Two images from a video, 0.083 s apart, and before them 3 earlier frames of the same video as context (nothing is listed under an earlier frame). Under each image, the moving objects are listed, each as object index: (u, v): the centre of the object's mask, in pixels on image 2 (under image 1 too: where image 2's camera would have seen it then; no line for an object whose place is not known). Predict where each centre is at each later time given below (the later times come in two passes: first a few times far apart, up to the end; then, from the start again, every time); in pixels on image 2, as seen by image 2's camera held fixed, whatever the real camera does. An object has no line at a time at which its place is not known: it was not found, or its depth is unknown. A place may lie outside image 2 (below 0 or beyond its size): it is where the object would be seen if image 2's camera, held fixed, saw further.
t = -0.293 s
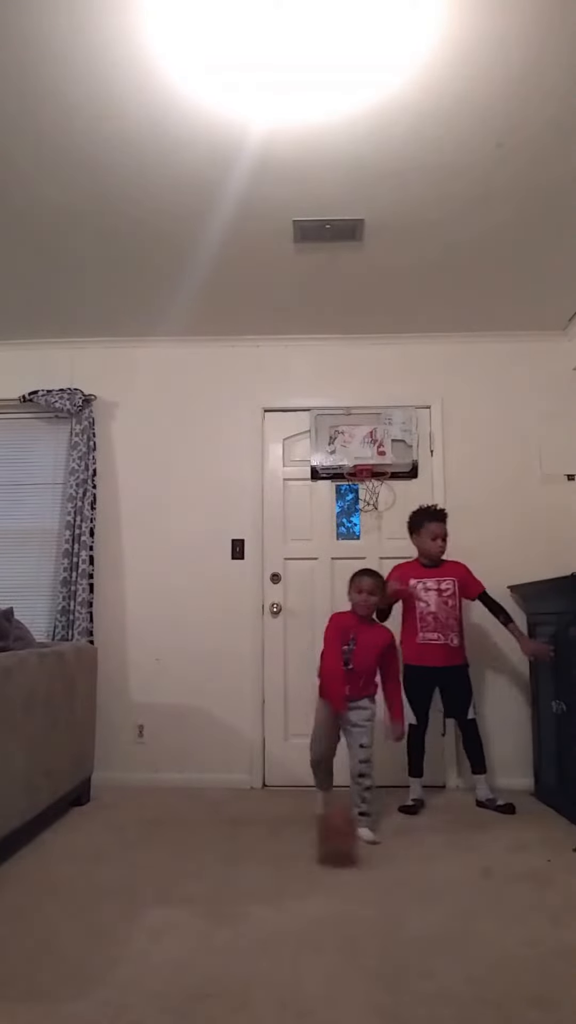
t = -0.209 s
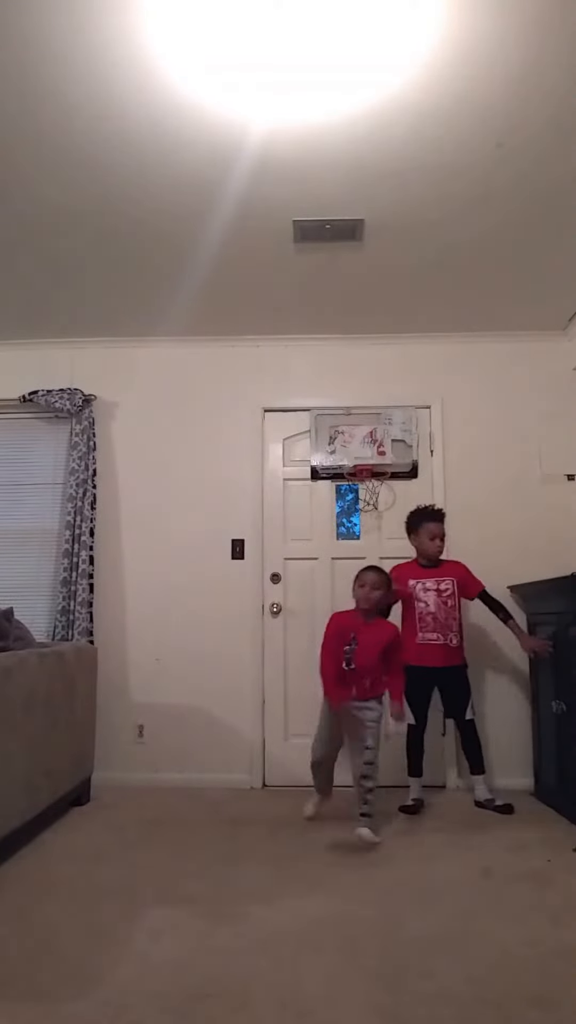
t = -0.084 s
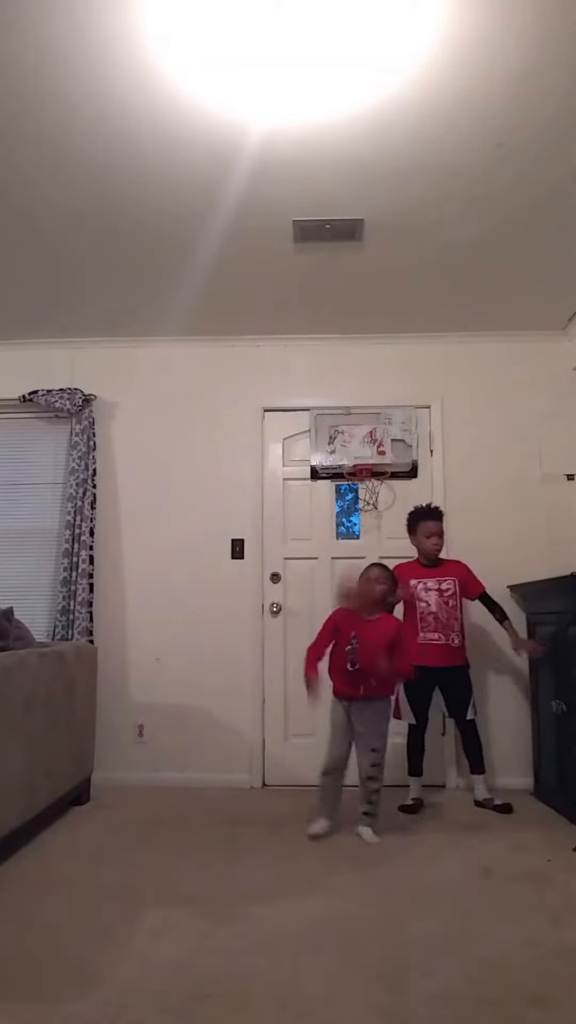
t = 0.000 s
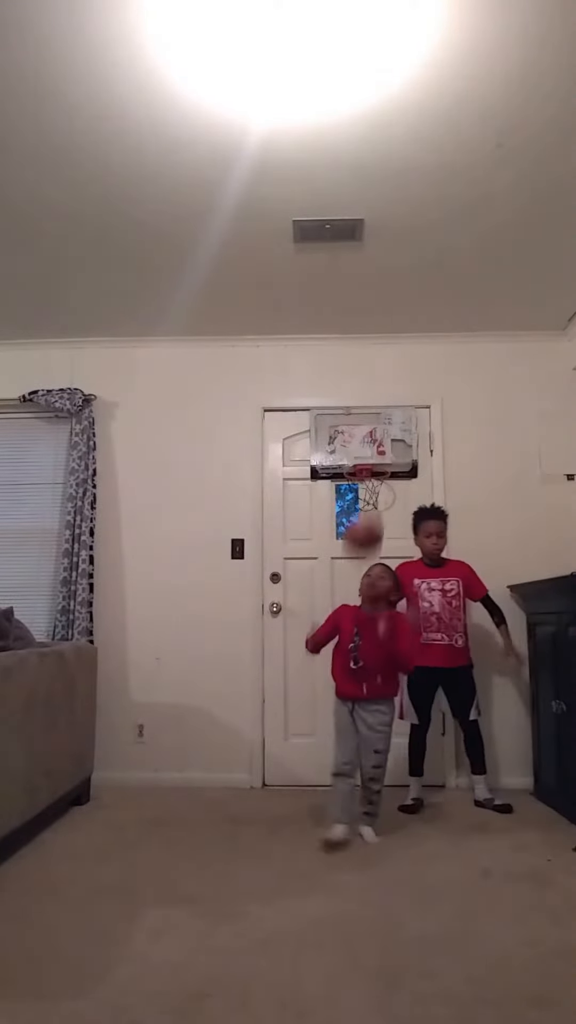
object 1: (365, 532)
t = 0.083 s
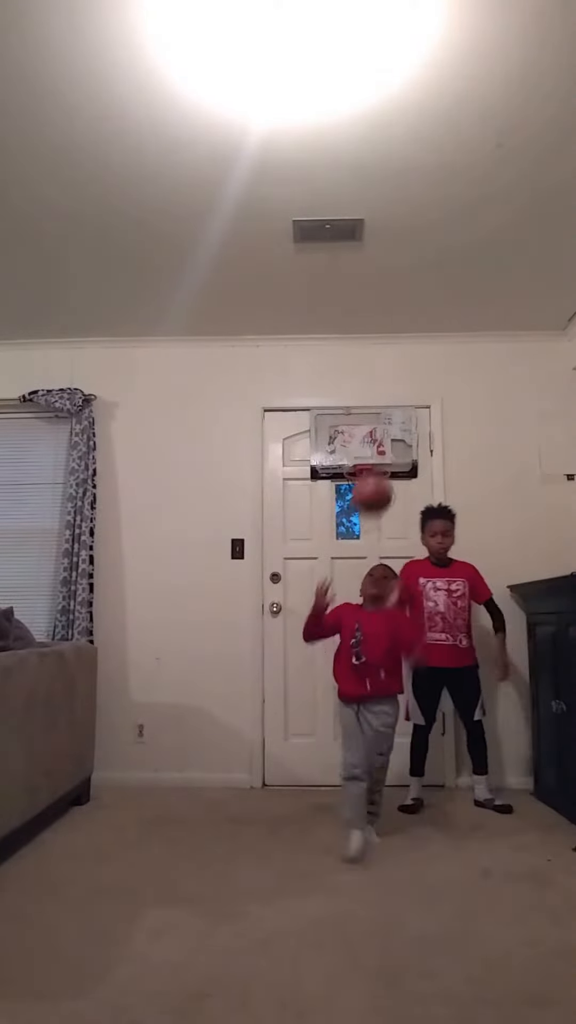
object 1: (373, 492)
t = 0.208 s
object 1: (385, 470)
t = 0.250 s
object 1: (390, 470)
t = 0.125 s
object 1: (376, 480)
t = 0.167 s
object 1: (379, 473)
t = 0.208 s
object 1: (385, 470)
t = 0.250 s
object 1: (390, 470)
